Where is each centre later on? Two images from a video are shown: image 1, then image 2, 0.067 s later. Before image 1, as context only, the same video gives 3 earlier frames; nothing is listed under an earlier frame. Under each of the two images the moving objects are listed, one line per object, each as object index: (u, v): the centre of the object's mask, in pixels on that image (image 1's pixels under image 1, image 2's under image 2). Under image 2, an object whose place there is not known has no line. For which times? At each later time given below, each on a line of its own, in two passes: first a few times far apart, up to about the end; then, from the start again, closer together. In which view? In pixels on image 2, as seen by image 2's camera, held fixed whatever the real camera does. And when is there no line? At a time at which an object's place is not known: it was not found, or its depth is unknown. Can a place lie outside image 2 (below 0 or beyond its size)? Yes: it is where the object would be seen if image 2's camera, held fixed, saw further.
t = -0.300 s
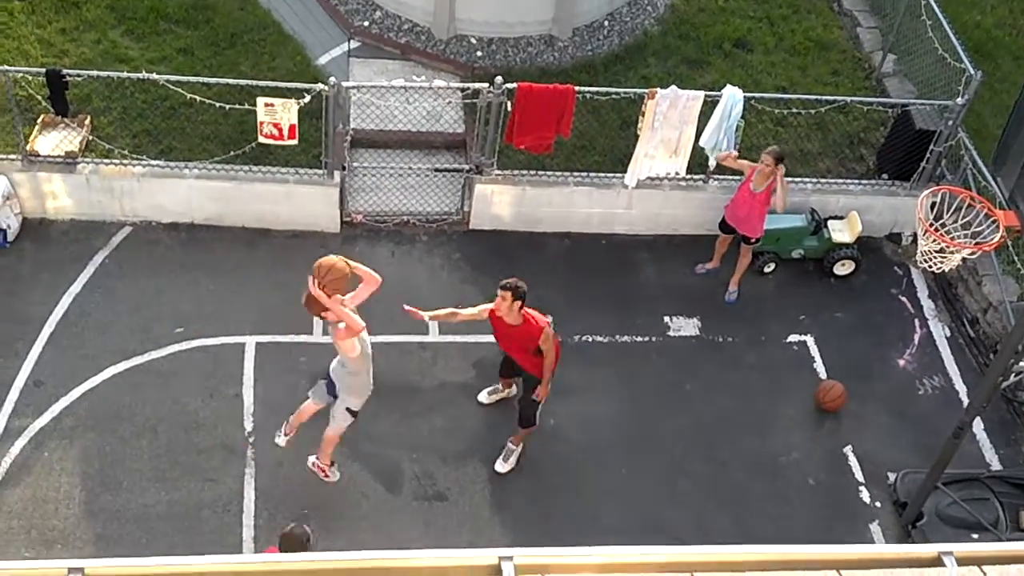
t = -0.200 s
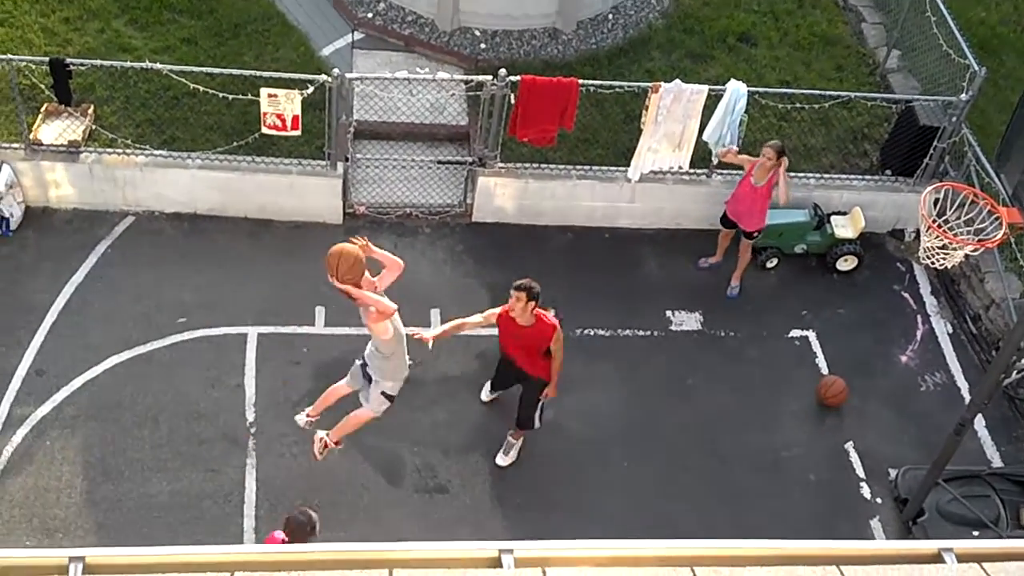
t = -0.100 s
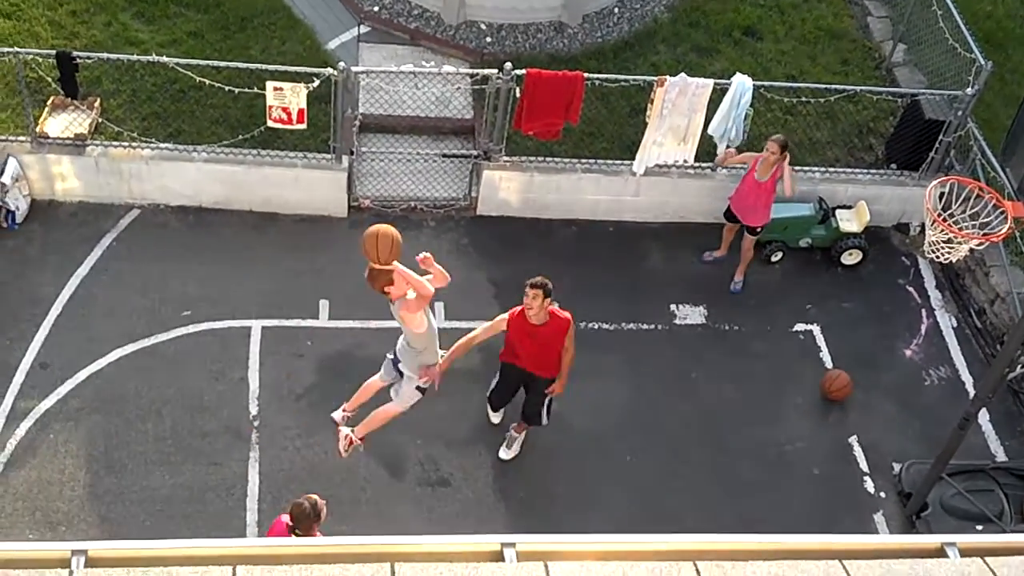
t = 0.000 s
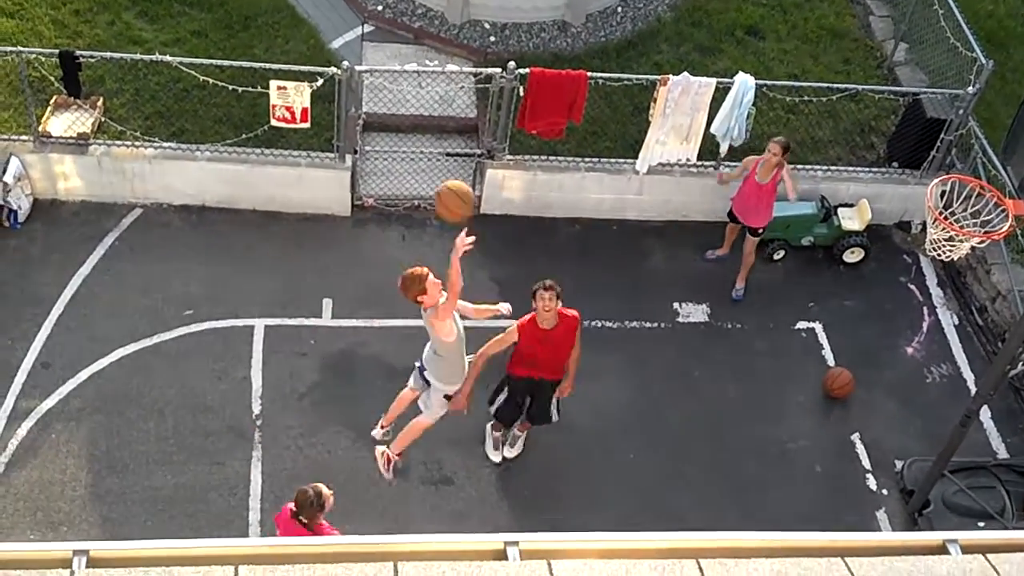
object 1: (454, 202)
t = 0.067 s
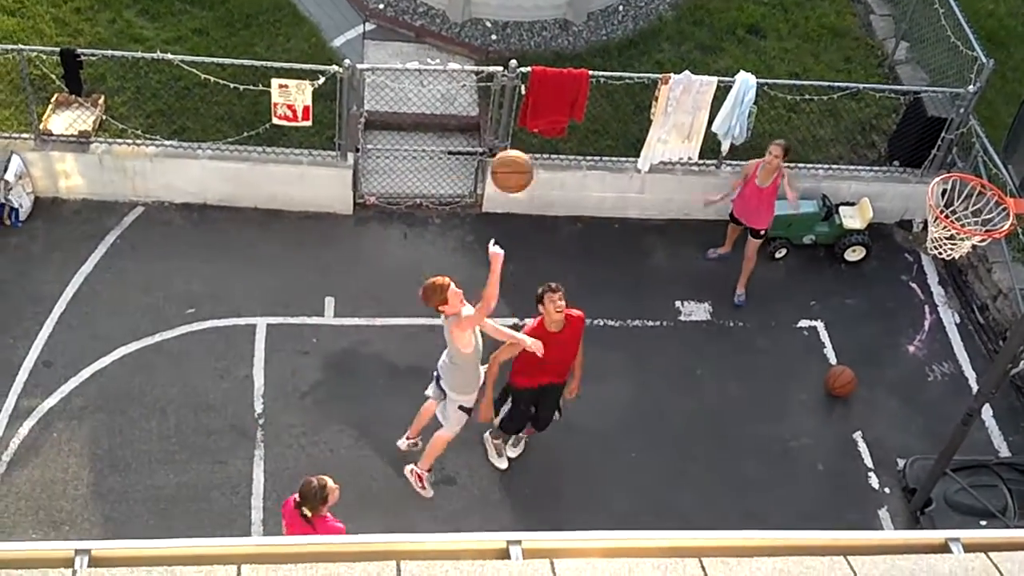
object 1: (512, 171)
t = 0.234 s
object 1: (654, 121)
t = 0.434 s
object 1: (822, 109)
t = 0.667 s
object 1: (980, 161)
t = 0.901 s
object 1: (1004, 161)
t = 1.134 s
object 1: (941, 178)
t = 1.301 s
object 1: (881, 227)
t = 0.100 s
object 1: (540, 158)
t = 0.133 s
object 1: (569, 147)
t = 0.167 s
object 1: (597, 137)
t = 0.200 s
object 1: (626, 129)
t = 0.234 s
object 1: (654, 121)
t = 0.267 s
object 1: (683, 116)
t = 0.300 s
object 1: (711, 111)
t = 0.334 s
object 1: (740, 108)
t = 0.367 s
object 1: (768, 106)
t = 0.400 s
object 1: (795, 107)
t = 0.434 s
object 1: (822, 109)
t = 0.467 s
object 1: (848, 111)
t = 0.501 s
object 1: (872, 116)
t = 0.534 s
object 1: (896, 122)
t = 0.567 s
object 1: (921, 129)
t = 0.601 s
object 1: (941, 138)
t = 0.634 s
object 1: (961, 149)
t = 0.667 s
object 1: (980, 161)
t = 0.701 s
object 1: (998, 174)
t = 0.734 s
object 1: (1010, 191)
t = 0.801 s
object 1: (1011, 178)
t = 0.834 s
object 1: (1010, 170)
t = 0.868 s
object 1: (1005, 165)
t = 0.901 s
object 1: (1004, 161)
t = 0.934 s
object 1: (997, 159)
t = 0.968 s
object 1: (990, 158)
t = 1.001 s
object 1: (982, 159)
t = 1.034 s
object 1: (973, 162)
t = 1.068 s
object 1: (963, 166)
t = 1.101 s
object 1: (953, 171)
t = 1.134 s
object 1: (941, 178)
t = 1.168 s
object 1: (929, 187)
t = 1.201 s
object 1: (918, 197)
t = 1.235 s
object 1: (907, 205)
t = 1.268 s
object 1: (894, 216)
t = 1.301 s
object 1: (881, 227)
